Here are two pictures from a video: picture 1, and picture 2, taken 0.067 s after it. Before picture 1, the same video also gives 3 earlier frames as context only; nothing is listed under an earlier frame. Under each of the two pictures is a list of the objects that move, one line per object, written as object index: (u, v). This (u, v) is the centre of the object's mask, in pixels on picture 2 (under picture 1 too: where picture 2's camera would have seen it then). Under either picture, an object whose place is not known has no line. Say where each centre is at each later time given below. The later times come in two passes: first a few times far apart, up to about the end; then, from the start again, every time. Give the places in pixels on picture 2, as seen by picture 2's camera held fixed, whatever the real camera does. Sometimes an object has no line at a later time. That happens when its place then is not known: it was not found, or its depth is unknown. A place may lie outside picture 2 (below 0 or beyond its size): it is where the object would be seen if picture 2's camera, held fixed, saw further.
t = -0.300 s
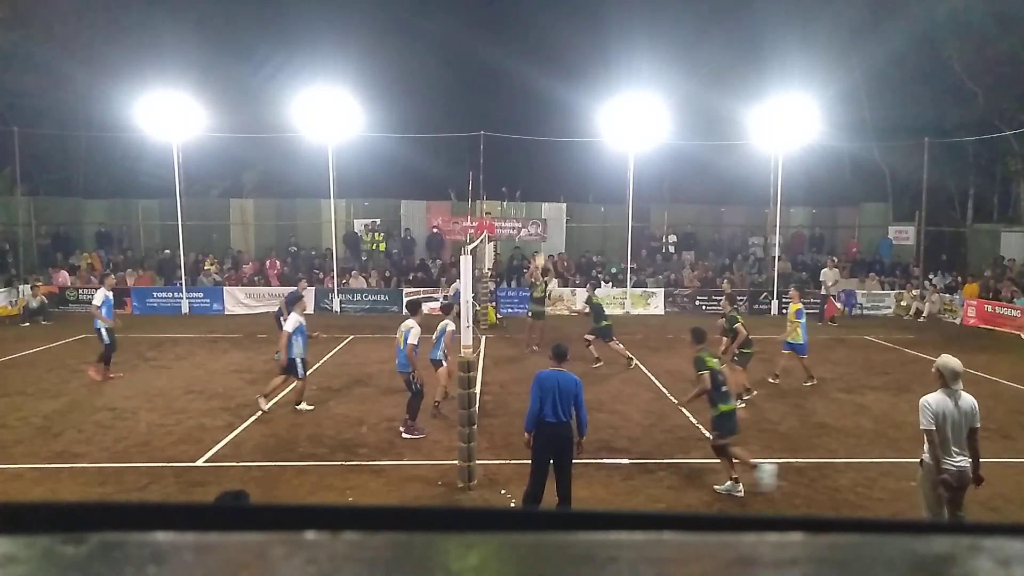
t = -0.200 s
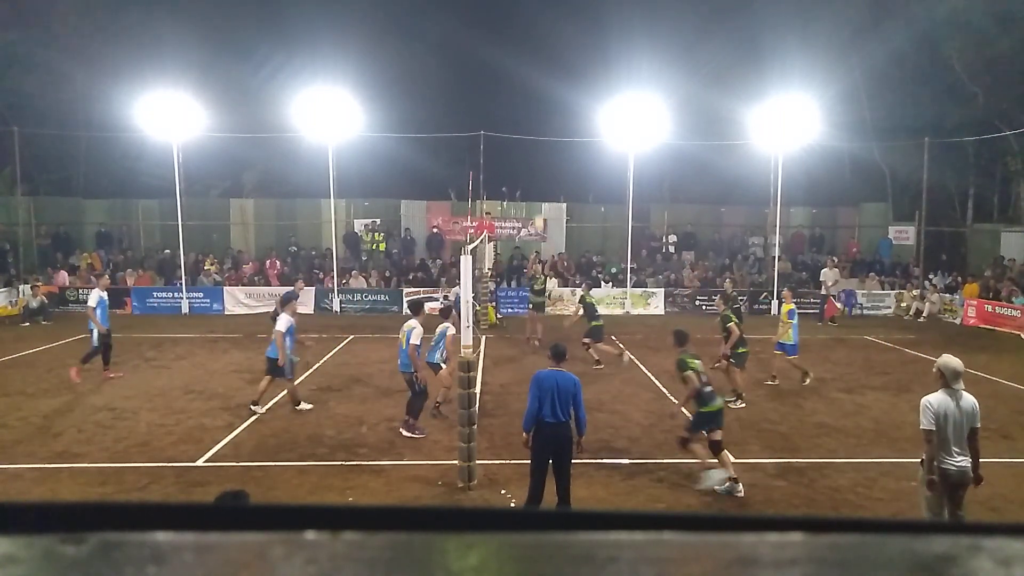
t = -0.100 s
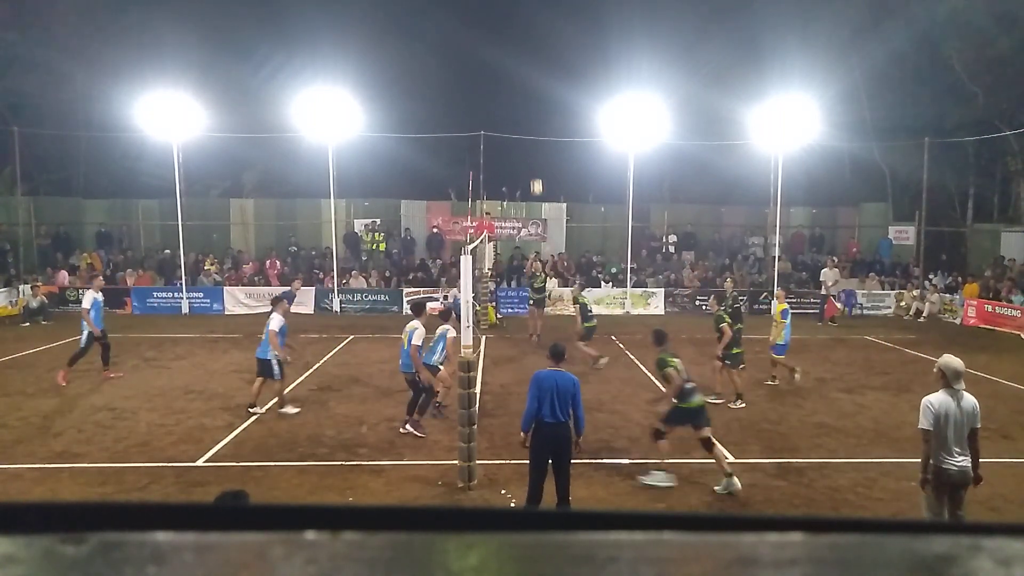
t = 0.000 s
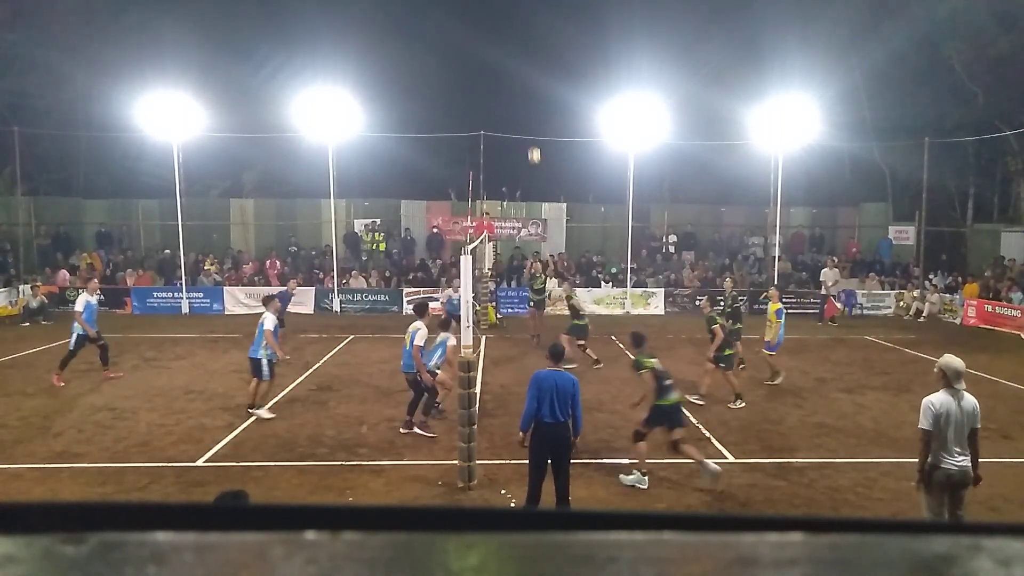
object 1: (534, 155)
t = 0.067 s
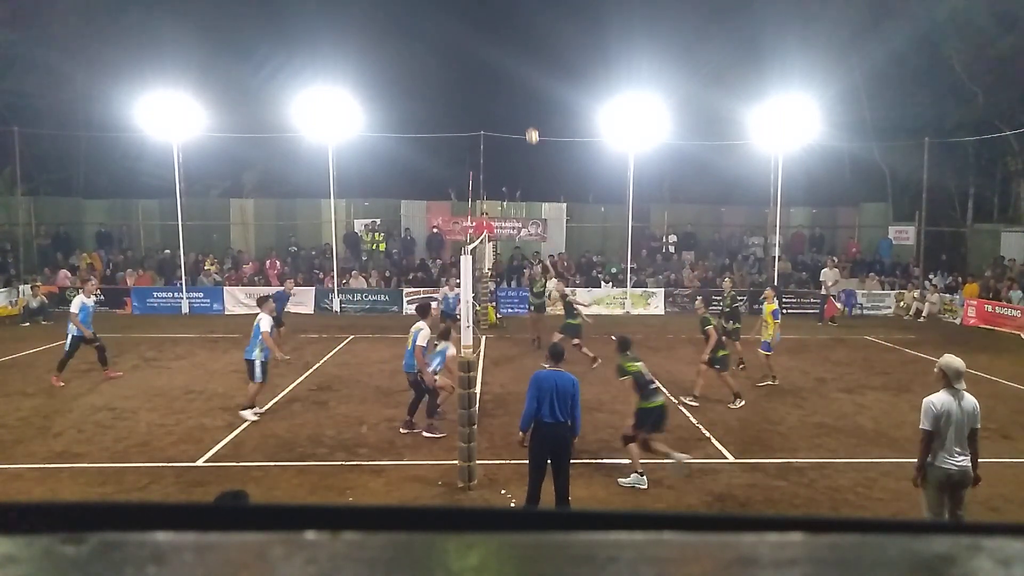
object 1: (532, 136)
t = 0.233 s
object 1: (527, 97)
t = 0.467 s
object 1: (520, 66)
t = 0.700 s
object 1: (513, 68)
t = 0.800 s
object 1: (509, 80)
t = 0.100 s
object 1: (531, 127)
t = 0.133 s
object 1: (530, 119)
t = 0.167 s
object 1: (529, 111)
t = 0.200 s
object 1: (528, 103)
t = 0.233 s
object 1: (527, 97)
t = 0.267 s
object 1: (527, 91)
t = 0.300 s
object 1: (526, 85)
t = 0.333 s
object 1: (524, 80)
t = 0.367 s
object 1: (524, 75)
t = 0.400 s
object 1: (523, 72)
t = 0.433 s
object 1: (522, 68)
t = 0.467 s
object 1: (520, 66)
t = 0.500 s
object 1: (519, 64)
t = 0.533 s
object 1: (519, 63)
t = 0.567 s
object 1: (517, 62)
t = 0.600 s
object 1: (516, 63)
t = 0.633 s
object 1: (515, 64)
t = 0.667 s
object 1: (514, 65)
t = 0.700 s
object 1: (513, 68)
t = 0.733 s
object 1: (512, 71)
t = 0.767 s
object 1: (510, 75)
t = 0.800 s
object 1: (509, 80)
